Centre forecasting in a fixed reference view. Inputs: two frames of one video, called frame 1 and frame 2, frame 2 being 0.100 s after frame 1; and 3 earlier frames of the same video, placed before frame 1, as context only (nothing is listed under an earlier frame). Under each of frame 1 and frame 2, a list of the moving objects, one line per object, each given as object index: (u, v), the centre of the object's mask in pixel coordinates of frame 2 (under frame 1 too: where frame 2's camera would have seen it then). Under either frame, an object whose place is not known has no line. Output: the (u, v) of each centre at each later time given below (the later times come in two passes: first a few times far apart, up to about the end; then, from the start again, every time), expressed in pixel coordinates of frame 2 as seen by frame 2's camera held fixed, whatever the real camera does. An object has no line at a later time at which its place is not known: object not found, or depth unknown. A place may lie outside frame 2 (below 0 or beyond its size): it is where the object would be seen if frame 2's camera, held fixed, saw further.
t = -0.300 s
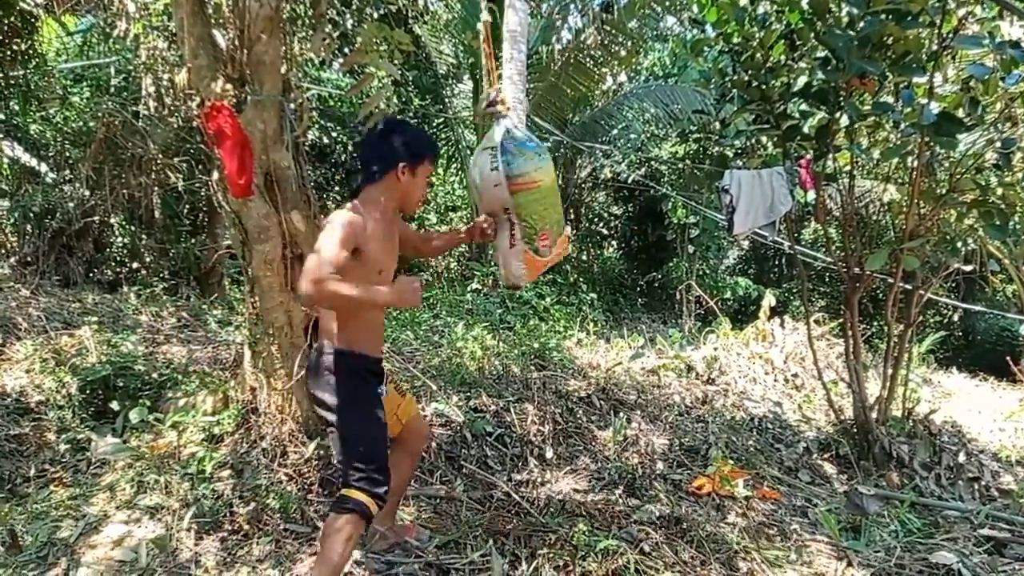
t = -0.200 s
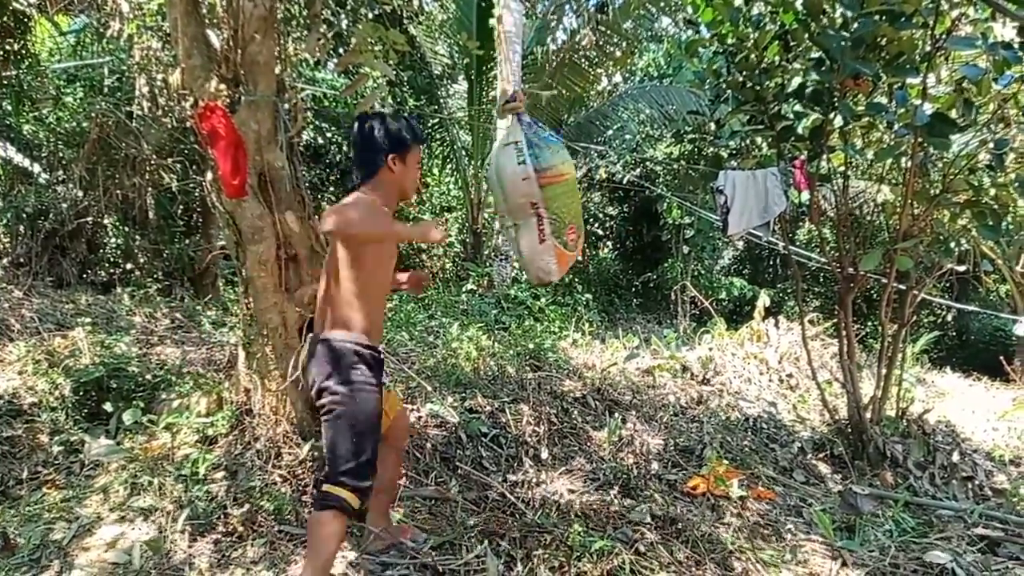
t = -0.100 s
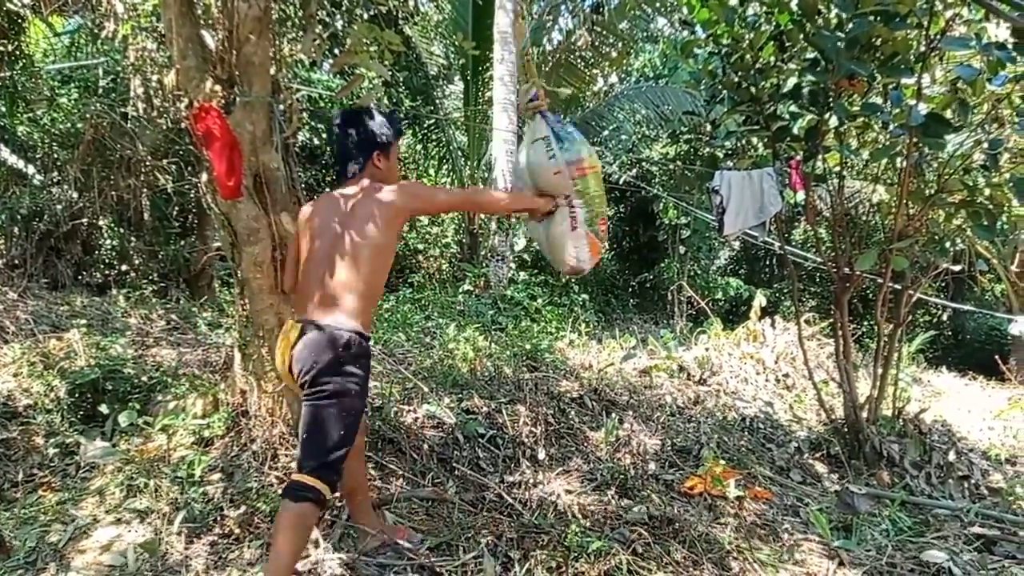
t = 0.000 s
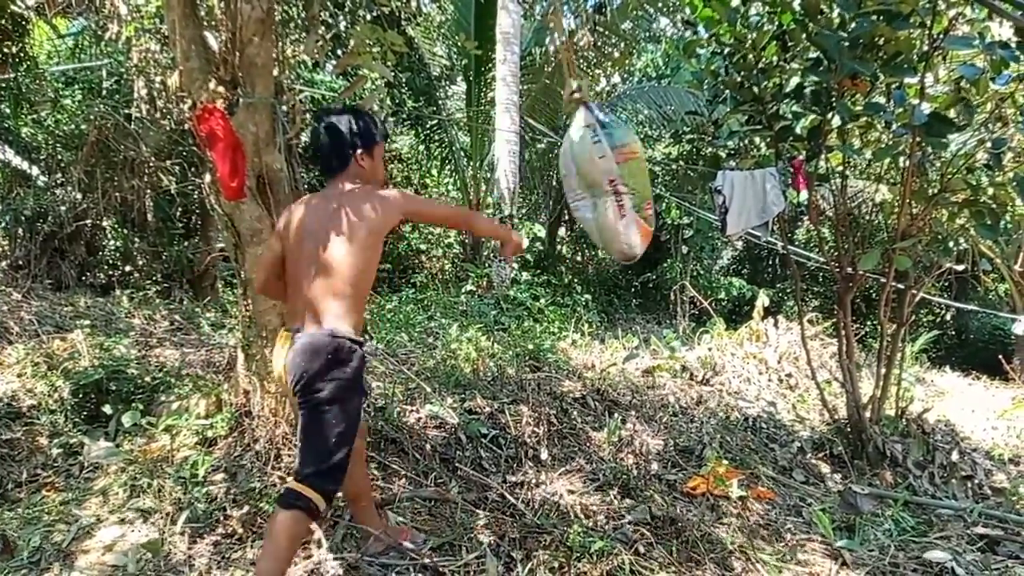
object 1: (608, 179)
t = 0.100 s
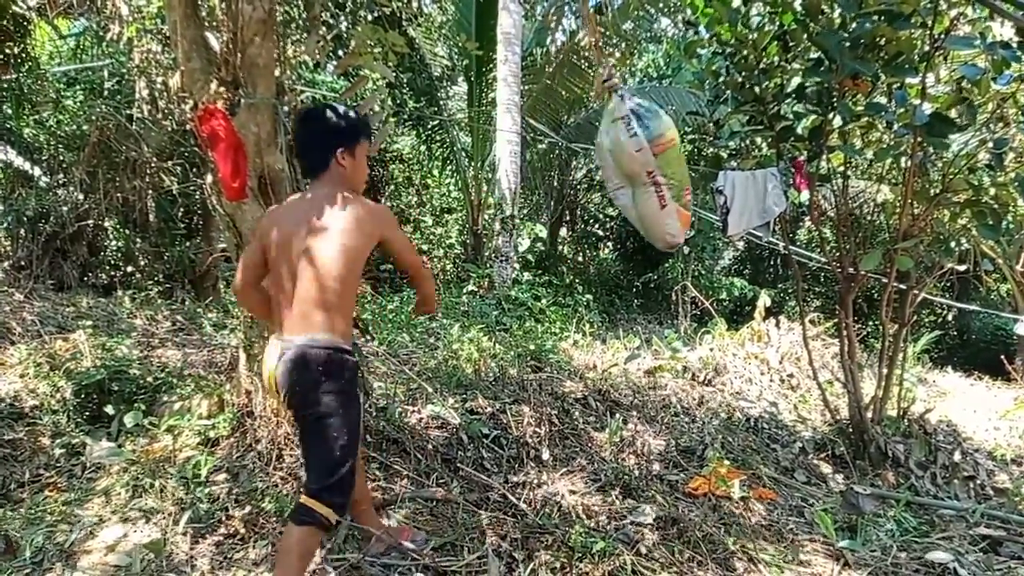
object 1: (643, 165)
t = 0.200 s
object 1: (672, 150)
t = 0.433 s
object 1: (705, 129)
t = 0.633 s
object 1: (703, 130)
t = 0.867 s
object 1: (662, 153)
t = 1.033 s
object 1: (607, 177)
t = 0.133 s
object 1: (654, 159)
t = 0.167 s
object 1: (664, 156)
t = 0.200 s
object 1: (672, 150)
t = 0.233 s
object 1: (678, 146)
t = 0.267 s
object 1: (685, 142)
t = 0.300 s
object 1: (693, 139)
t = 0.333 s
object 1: (697, 134)
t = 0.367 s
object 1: (698, 132)
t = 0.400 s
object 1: (701, 130)
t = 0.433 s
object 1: (705, 129)
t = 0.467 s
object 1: (708, 128)
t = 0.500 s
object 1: (708, 129)
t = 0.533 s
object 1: (707, 128)
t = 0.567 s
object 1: (707, 128)
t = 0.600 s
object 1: (706, 129)
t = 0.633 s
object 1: (703, 130)
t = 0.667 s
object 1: (699, 132)
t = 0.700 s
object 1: (696, 136)
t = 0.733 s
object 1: (690, 138)
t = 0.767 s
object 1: (684, 140)
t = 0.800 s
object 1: (678, 145)
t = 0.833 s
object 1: (671, 149)
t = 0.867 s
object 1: (662, 153)
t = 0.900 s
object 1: (651, 158)
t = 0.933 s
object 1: (642, 163)
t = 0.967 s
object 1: (632, 168)
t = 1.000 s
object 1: (620, 171)
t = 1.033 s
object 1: (607, 177)
